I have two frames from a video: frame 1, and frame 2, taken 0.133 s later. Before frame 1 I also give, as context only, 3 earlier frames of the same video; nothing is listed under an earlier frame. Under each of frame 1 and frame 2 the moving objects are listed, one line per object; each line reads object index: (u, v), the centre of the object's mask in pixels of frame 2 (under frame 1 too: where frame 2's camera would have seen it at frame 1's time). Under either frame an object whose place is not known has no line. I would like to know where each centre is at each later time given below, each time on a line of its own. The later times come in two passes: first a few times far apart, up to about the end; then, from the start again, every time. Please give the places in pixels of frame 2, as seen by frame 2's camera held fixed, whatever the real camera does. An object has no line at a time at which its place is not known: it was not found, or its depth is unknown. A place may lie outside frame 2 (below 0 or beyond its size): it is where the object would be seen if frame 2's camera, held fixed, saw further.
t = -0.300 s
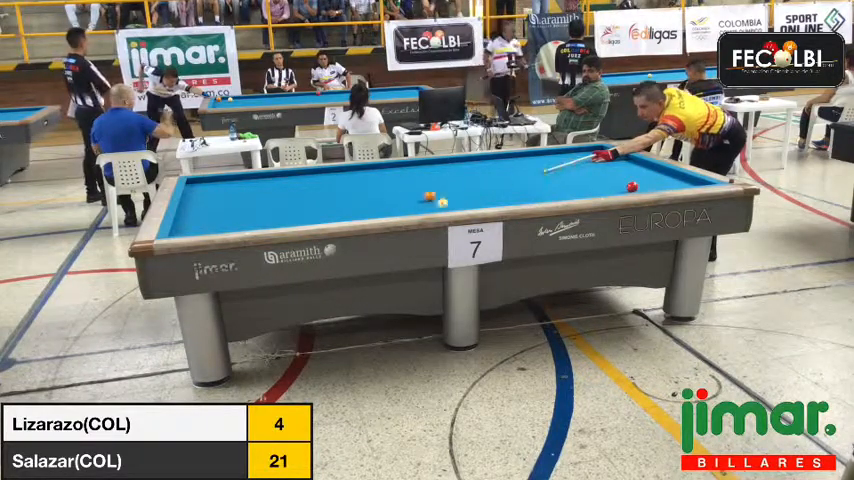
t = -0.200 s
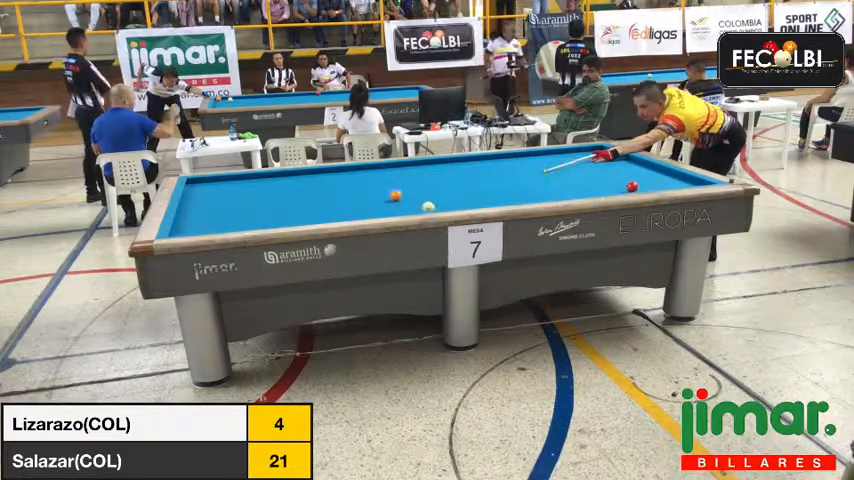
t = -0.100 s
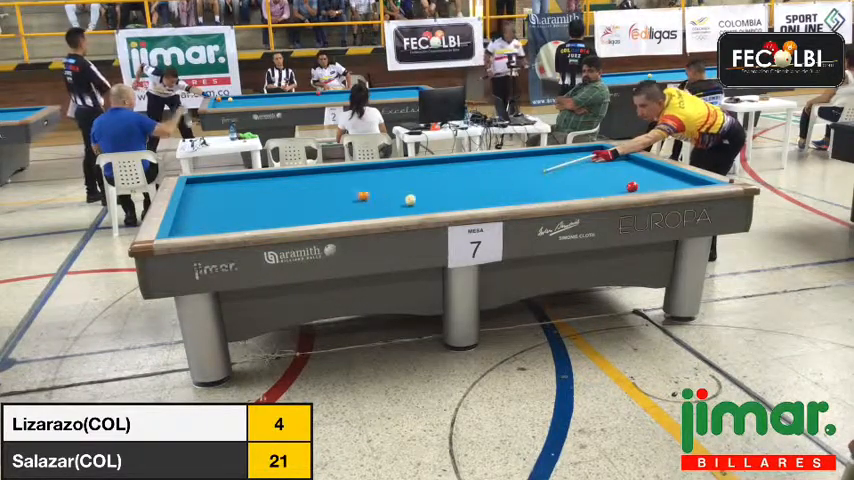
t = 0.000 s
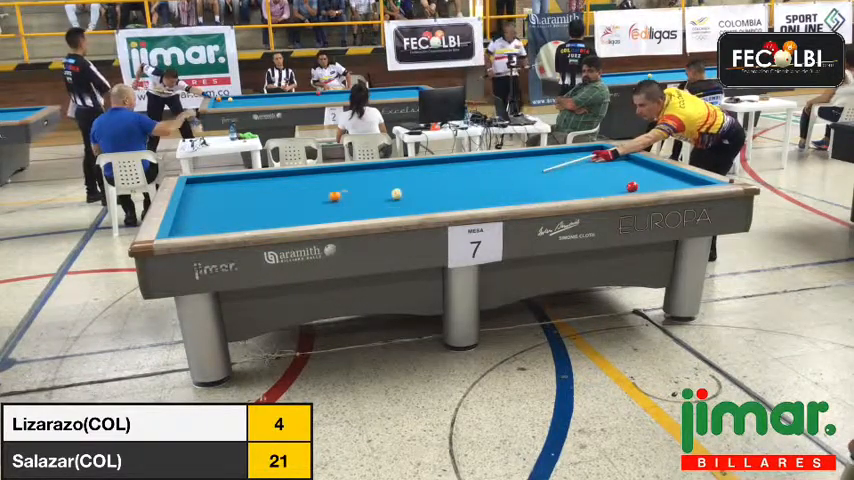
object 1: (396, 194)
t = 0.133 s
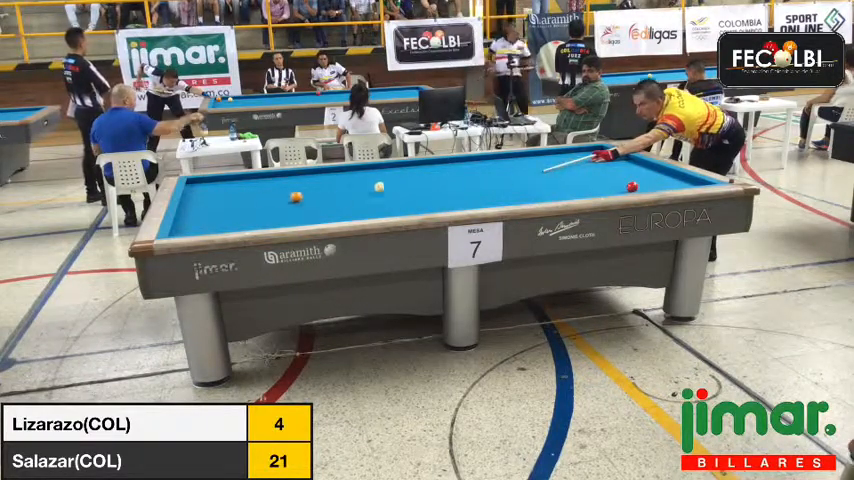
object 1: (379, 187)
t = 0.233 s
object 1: (369, 183)
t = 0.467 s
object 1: (346, 174)
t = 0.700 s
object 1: (334, 170)
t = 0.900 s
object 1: (335, 177)
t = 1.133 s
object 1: (334, 182)
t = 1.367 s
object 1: (334, 188)
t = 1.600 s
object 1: (334, 195)
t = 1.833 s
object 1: (333, 202)
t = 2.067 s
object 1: (333, 210)
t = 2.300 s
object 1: (332, 217)
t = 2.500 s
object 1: (329, 217)
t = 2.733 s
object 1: (326, 214)
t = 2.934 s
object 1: (320, 209)
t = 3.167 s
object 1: (317, 207)
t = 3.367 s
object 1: (313, 203)
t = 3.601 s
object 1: (309, 200)
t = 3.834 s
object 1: (306, 197)
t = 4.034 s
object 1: (304, 195)
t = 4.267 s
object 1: (302, 193)
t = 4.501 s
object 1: (298, 189)
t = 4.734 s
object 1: (296, 187)
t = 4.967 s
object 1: (294, 185)
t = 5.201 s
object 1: (292, 183)
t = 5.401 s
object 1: (290, 181)
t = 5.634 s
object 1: (289, 180)
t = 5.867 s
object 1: (287, 178)
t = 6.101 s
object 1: (285, 176)
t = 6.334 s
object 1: (284, 175)
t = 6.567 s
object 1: (282, 173)
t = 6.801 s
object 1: (282, 173)
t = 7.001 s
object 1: (281, 173)
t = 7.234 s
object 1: (281, 174)
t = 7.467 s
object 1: (281, 175)
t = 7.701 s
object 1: (281, 175)
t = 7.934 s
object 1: (281, 176)
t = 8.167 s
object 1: (281, 176)
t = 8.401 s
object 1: (281, 176)
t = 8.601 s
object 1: (281, 177)
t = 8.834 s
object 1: (281, 177)
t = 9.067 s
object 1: (281, 177)
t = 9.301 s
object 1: (281, 177)
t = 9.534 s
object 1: (282, 178)
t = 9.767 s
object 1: (282, 178)
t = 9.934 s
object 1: (282, 178)
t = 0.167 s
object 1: (376, 186)
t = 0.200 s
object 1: (373, 184)
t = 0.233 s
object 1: (369, 183)
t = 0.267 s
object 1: (366, 181)
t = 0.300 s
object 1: (362, 181)
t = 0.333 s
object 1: (359, 179)
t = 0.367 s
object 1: (356, 178)
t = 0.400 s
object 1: (353, 176)
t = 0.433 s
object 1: (350, 175)
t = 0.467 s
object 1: (346, 174)
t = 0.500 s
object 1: (344, 173)
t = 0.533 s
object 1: (341, 172)
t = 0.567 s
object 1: (338, 170)
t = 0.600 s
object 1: (335, 169)
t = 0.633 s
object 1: (333, 169)
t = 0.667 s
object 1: (333, 169)
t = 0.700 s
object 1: (334, 170)
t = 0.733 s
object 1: (334, 170)
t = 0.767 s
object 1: (335, 173)
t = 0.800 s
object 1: (335, 174)
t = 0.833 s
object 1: (335, 175)
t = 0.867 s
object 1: (335, 176)
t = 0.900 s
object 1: (335, 177)
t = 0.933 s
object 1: (335, 177)
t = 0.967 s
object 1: (335, 178)
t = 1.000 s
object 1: (334, 179)
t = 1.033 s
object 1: (334, 180)
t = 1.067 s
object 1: (334, 180)
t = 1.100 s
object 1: (334, 181)
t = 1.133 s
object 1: (334, 182)
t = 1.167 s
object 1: (334, 183)
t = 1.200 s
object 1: (334, 183)
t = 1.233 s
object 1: (334, 185)
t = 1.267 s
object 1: (334, 185)
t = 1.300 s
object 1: (334, 187)
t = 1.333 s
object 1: (334, 187)
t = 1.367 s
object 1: (334, 188)
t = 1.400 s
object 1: (334, 190)
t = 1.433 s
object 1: (334, 190)
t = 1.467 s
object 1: (334, 192)
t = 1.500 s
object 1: (334, 193)
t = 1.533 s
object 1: (334, 194)
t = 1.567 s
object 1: (334, 195)
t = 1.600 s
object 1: (334, 195)
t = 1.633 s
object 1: (333, 197)
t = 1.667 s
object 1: (333, 197)
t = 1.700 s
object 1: (333, 198)
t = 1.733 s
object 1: (333, 200)
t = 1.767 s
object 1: (333, 200)
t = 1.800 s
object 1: (333, 201)
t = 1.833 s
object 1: (333, 202)
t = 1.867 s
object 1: (333, 204)
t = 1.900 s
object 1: (333, 204)
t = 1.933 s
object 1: (333, 206)
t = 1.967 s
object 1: (333, 206)
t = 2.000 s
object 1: (333, 208)
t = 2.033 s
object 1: (333, 209)
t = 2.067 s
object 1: (333, 210)
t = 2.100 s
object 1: (333, 211)
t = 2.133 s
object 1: (333, 211)
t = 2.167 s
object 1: (332, 213)
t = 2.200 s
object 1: (332, 213)
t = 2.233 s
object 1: (332, 215)
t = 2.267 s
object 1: (332, 216)
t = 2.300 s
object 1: (332, 217)
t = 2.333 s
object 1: (332, 217)
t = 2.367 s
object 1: (331, 217)
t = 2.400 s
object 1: (331, 217)
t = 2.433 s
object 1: (330, 218)
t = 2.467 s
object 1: (330, 217)
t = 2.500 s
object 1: (329, 217)
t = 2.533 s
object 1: (328, 216)
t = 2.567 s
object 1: (328, 216)
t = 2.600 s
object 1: (327, 216)
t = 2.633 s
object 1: (327, 215)
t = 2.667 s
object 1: (326, 215)
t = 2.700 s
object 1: (326, 214)
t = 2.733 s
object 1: (326, 214)
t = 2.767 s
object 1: (325, 214)
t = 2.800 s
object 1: (324, 212)
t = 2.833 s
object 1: (323, 212)
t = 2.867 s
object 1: (322, 210)
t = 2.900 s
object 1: (320, 209)
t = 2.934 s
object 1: (320, 209)
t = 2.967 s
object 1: (320, 209)
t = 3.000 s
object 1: (320, 209)
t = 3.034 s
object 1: (319, 209)
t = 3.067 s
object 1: (318, 208)
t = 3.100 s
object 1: (317, 207)
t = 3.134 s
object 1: (317, 207)
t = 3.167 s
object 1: (317, 207)
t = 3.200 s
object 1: (317, 207)
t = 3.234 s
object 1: (315, 206)
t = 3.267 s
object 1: (314, 204)
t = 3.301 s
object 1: (314, 204)
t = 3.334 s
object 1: (313, 203)
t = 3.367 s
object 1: (313, 203)
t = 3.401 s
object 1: (312, 202)
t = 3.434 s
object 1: (312, 202)
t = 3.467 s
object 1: (312, 202)
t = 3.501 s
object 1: (310, 201)
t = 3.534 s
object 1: (310, 200)
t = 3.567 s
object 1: (310, 200)
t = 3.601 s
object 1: (309, 200)
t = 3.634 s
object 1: (309, 200)
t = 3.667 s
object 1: (309, 200)
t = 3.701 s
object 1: (308, 199)
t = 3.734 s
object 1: (308, 199)
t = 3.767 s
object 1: (307, 198)
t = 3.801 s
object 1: (307, 198)
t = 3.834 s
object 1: (306, 197)
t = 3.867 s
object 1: (306, 196)
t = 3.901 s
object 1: (305, 196)
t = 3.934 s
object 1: (305, 196)
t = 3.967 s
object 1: (304, 195)
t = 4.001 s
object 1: (304, 195)
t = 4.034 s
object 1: (304, 195)
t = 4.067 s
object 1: (303, 194)
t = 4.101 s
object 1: (303, 194)
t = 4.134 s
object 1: (303, 194)
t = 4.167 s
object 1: (302, 193)
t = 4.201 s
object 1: (302, 193)
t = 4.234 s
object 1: (302, 193)
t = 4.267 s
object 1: (302, 193)
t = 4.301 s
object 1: (300, 191)
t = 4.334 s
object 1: (300, 191)
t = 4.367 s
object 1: (300, 191)
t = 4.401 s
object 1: (299, 189)
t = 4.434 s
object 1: (299, 189)
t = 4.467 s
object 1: (298, 189)
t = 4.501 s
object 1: (298, 189)
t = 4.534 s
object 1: (298, 189)
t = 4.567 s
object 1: (298, 189)
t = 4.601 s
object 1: (298, 189)
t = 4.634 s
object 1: (297, 188)
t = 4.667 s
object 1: (297, 188)
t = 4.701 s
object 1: (296, 187)
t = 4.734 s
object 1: (296, 187)
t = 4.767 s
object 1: (297, 187)
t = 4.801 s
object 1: (295, 186)
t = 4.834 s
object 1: (295, 186)
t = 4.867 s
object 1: (295, 186)
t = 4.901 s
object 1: (295, 186)
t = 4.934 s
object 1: (294, 185)
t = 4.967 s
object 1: (294, 185)
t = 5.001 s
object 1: (294, 185)
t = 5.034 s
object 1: (293, 185)
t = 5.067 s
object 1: (293, 185)
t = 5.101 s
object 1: (293, 184)
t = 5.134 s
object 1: (293, 184)
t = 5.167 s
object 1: (292, 183)
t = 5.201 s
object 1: (292, 183)
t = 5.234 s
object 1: (292, 183)
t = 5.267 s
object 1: (292, 183)
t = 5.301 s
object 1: (292, 183)
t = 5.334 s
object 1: (292, 183)
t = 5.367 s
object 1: (290, 181)
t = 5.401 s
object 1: (290, 181)
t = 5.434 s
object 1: (290, 181)
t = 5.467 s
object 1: (290, 181)
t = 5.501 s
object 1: (289, 180)
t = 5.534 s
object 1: (289, 180)
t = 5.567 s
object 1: (289, 180)
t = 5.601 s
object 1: (289, 180)
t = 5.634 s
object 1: (289, 180)
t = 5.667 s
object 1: (289, 180)
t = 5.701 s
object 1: (288, 180)
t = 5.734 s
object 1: (288, 180)
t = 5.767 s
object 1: (288, 179)
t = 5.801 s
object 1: (288, 179)
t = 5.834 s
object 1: (288, 179)
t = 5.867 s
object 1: (287, 178)
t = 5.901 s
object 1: (286, 177)
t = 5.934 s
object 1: (286, 177)
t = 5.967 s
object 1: (286, 177)
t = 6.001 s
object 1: (286, 177)
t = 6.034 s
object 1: (286, 177)
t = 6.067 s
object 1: (285, 176)
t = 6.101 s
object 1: (285, 176)
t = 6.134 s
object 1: (285, 176)
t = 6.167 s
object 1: (285, 176)
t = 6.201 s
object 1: (285, 176)
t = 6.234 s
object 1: (285, 176)
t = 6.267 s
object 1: (284, 176)
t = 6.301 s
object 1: (284, 175)
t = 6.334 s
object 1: (284, 175)
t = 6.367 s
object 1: (284, 175)
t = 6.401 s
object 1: (283, 174)
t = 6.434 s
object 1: (283, 174)
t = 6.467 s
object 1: (283, 174)
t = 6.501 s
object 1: (283, 174)
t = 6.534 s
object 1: (282, 173)
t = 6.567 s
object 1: (282, 173)
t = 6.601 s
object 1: (282, 173)
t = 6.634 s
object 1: (282, 173)
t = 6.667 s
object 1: (282, 173)
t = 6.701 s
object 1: (282, 173)
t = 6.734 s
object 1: (282, 173)
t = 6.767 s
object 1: (282, 173)
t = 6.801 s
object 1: (282, 173)
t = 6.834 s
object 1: (281, 173)
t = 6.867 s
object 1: (281, 173)
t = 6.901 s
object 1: (282, 173)
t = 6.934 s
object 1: (282, 173)
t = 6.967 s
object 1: (281, 173)
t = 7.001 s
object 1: (281, 173)
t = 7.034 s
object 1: (281, 173)
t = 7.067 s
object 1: (281, 174)
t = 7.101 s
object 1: (281, 174)
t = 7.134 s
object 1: (281, 174)
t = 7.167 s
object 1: (281, 174)
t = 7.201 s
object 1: (281, 174)
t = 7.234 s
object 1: (281, 174)
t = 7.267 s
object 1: (281, 174)
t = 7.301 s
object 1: (281, 174)
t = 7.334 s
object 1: (281, 174)
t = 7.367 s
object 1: (281, 174)
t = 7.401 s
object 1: (281, 174)
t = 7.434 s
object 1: (281, 174)
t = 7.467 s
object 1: (281, 175)
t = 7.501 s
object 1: (281, 175)
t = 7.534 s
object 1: (281, 175)
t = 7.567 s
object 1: (281, 175)
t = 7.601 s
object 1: (281, 175)
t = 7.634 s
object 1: (281, 175)
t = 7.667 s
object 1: (281, 175)
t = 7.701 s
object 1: (281, 175)
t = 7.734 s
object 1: (281, 175)
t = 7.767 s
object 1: (281, 175)
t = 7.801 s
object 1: (281, 175)
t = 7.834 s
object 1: (281, 175)
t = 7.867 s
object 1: (281, 175)
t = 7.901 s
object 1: (281, 176)
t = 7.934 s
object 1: (281, 176)
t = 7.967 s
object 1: (281, 176)
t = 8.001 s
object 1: (281, 176)
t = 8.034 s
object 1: (281, 176)
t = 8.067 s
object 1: (281, 176)
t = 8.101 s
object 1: (281, 176)
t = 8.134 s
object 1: (281, 176)
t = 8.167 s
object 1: (281, 176)
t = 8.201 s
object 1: (281, 176)
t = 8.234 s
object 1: (281, 176)
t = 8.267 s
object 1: (281, 176)
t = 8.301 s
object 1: (281, 176)
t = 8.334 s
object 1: (281, 176)
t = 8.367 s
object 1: (281, 176)
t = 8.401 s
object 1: (281, 176)
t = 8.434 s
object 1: (281, 177)
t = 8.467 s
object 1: (281, 177)
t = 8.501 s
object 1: (281, 177)
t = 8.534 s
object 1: (281, 177)
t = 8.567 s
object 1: (281, 177)
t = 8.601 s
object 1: (281, 177)
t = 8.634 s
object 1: (281, 177)
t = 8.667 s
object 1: (281, 177)
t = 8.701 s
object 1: (281, 177)
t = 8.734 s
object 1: (281, 177)
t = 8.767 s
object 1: (281, 177)
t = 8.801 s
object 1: (281, 177)
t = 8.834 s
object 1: (281, 177)
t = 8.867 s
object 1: (281, 177)
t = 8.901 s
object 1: (281, 177)
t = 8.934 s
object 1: (281, 177)
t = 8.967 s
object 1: (281, 177)
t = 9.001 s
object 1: (281, 177)
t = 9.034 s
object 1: (281, 177)
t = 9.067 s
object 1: (281, 177)
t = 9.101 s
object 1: (281, 177)
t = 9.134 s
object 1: (281, 177)
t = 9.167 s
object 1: (281, 177)
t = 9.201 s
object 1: (281, 177)
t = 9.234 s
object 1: (281, 177)
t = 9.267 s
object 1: (281, 177)
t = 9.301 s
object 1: (281, 177)
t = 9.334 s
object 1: (281, 177)
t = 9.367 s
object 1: (281, 177)
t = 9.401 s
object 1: (281, 177)
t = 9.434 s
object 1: (281, 177)
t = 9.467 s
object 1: (281, 177)
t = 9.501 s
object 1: (282, 178)
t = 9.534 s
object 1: (282, 178)
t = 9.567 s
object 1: (282, 178)
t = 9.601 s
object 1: (282, 178)
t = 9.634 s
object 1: (282, 178)
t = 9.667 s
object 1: (282, 178)
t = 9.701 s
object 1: (282, 178)
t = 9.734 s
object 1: (282, 178)
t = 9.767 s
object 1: (282, 178)
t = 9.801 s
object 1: (282, 178)
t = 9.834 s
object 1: (282, 178)
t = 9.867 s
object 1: (282, 178)
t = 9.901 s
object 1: (282, 178)
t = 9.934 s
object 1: (282, 178)
